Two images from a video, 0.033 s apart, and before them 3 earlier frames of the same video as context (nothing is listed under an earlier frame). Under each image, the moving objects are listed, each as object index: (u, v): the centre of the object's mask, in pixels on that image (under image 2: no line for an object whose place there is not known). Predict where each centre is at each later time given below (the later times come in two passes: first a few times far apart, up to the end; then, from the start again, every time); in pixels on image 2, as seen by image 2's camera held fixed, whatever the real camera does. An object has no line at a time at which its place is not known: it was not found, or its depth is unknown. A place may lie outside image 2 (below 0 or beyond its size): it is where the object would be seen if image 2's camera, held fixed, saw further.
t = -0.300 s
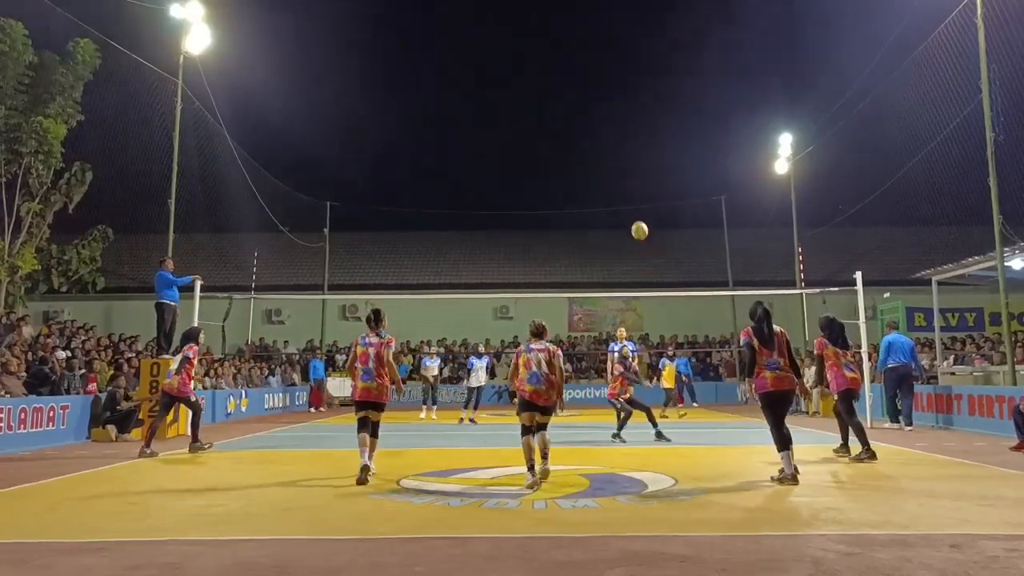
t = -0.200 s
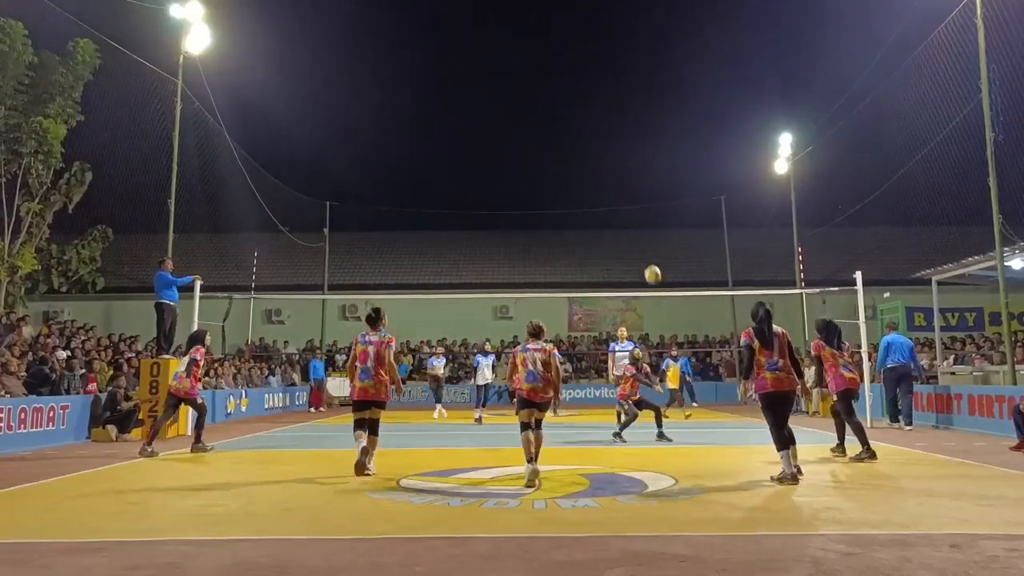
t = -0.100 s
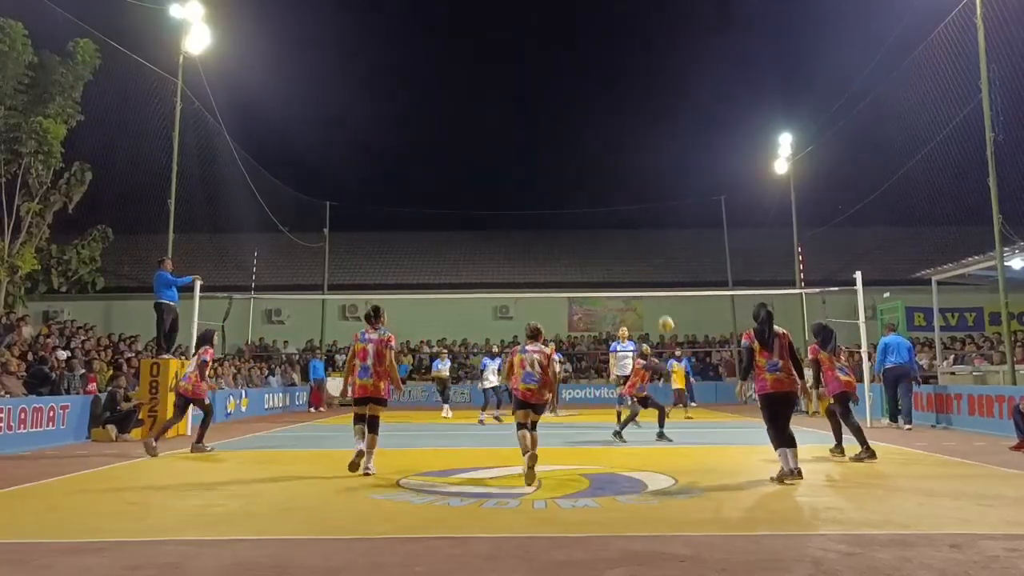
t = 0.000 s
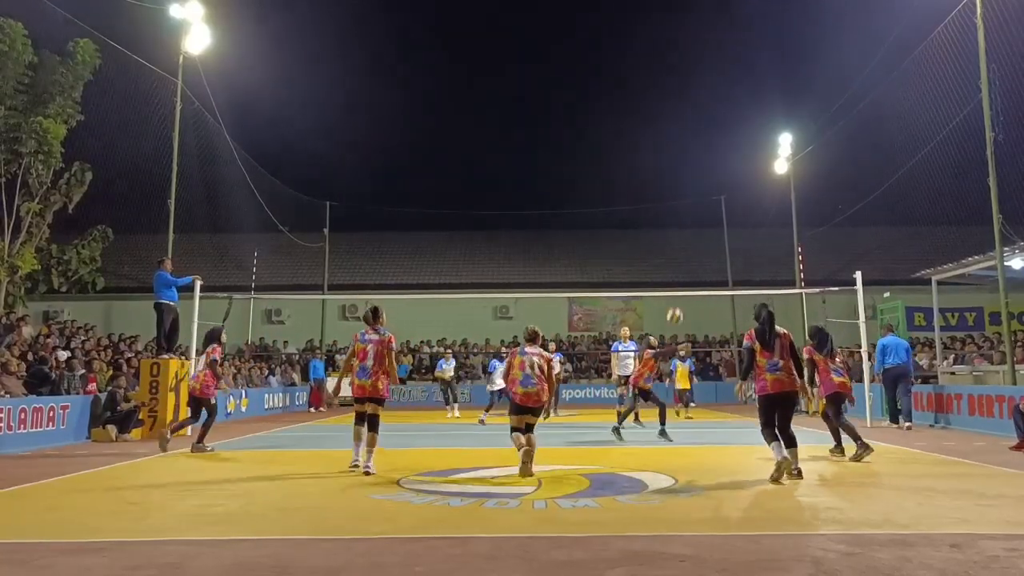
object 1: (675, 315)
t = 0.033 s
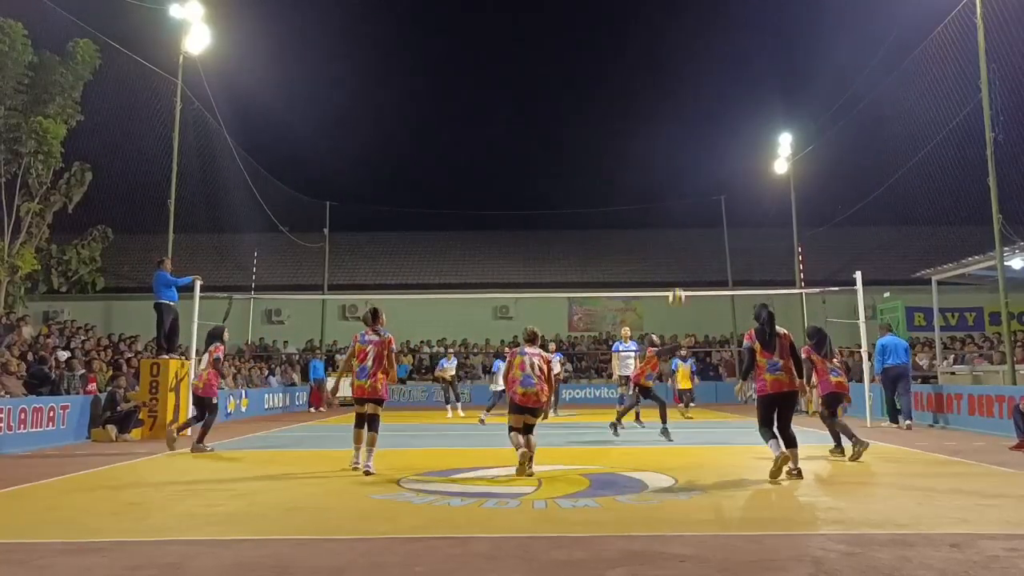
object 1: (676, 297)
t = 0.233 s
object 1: (688, 205)
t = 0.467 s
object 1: (702, 139)
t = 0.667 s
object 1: (713, 113)
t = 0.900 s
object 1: (728, 115)
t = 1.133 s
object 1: (742, 152)
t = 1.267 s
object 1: (752, 189)
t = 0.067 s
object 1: (678, 279)
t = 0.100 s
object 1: (680, 263)
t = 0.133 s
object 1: (682, 247)
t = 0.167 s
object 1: (684, 232)
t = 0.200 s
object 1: (686, 218)
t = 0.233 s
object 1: (688, 205)
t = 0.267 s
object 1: (690, 193)
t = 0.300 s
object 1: (692, 182)
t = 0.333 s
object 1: (694, 172)
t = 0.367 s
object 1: (696, 163)
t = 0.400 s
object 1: (698, 154)
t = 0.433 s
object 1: (700, 146)
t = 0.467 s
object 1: (702, 139)
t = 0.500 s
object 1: (704, 133)
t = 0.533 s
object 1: (705, 127)
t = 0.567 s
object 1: (708, 123)
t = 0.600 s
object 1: (710, 119)
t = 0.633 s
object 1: (711, 115)
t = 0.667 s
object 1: (713, 113)
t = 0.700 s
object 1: (715, 111)
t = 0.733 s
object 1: (717, 110)
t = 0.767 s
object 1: (719, 110)
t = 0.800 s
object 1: (721, 110)
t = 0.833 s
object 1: (723, 111)
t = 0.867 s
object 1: (725, 113)
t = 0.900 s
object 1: (728, 115)
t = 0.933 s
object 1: (729, 119)
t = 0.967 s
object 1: (731, 123)
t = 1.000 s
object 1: (734, 127)
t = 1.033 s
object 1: (736, 132)
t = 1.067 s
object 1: (738, 138)
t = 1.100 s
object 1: (740, 145)
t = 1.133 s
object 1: (742, 152)
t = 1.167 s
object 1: (745, 160)
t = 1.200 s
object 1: (747, 169)
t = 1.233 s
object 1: (749, 179)
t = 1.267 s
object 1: (752, 189)
